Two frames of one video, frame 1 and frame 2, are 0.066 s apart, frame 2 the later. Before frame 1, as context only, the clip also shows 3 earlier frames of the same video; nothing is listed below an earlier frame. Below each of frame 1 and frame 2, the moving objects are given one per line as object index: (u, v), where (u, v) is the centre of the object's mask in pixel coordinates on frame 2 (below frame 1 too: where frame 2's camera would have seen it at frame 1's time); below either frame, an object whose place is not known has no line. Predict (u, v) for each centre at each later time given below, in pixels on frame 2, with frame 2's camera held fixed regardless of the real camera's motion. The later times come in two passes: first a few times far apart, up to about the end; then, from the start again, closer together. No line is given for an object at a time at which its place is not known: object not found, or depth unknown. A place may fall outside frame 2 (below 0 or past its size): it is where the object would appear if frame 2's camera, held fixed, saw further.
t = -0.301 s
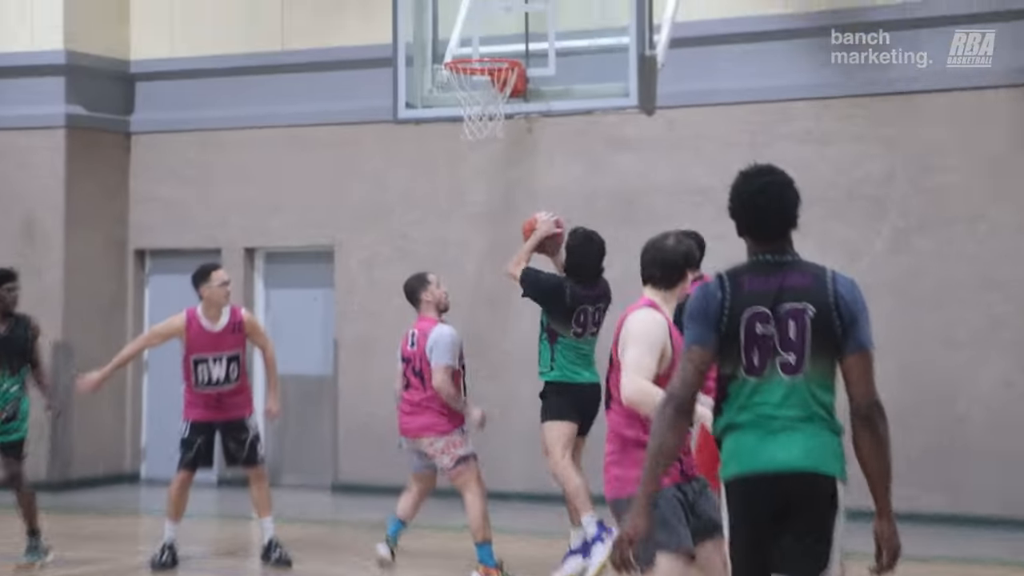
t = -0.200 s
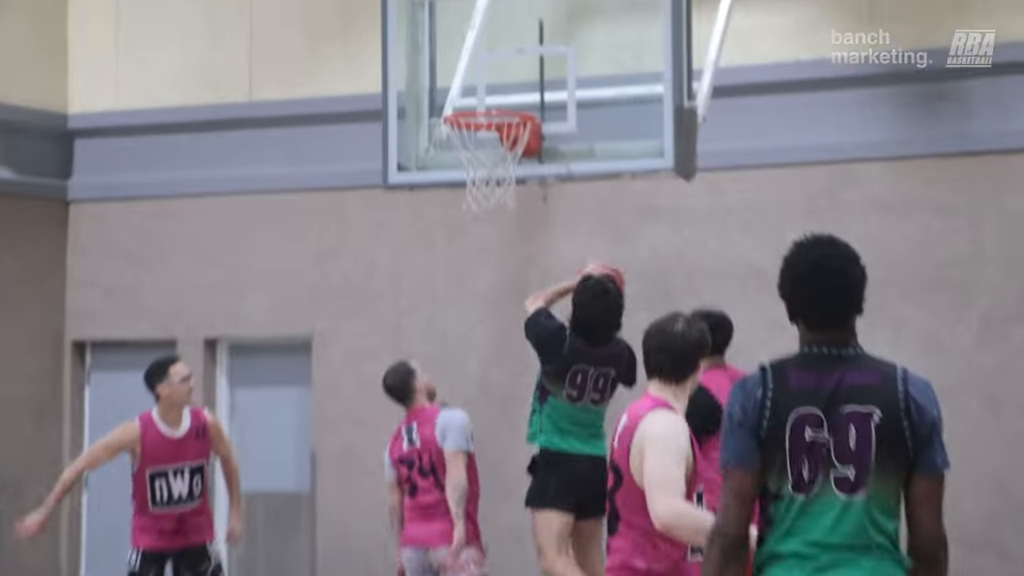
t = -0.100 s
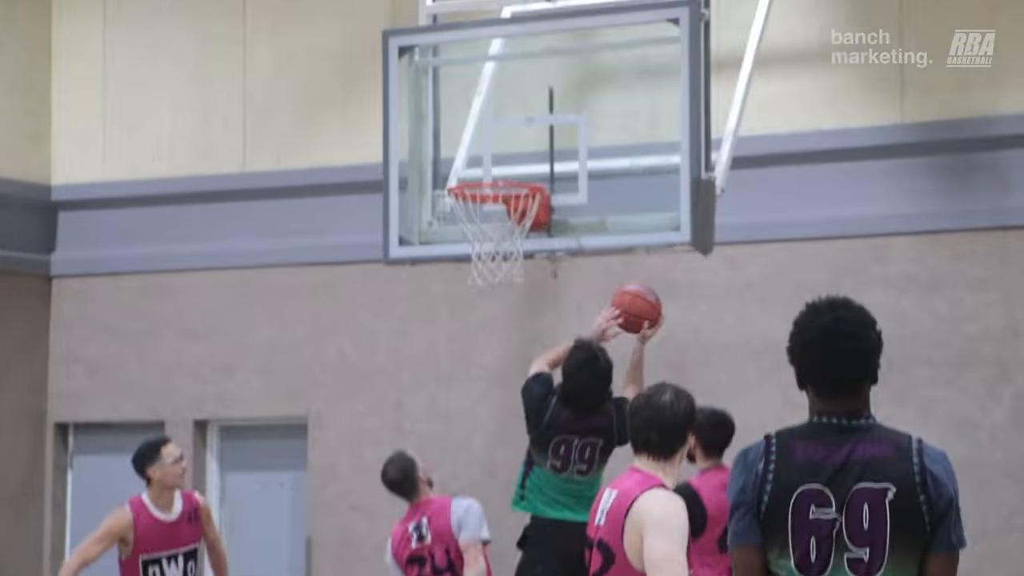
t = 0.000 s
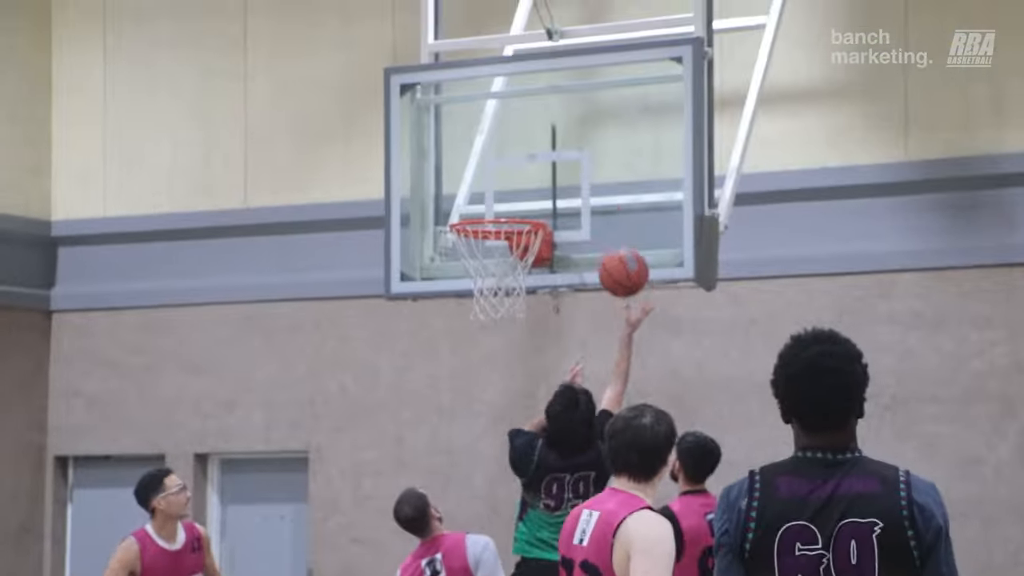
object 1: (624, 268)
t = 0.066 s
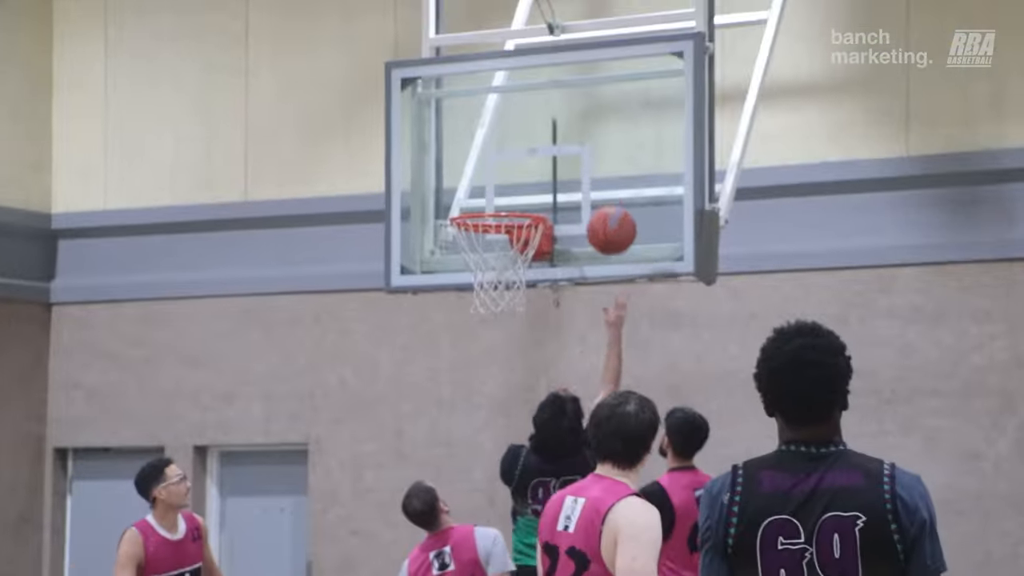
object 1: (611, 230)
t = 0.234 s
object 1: (582, 180)
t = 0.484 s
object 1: (522, 192)
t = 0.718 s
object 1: (467, 268)
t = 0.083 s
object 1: (609, 223)
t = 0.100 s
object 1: (606, 215)
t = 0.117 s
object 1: (602, 208)
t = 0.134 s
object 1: (599, 203)
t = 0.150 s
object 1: (596, 198)
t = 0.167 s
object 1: (593, 193)
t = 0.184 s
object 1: (590, 189)
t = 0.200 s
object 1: (587, 185)
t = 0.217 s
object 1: (584, 183)
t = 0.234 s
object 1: (582, 180)
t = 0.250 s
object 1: (579, 177)
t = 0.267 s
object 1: (576, 176)
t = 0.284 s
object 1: (573, 175)
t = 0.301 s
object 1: (570, 175)
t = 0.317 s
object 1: (567, 176)
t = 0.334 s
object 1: (564, 176)
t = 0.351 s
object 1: (561, 177)
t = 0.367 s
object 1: (556, 177)
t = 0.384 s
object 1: (551, 178)
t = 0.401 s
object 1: (547, 179)
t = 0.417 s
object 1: (542, 181)
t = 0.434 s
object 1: (536, 183)
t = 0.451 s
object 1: (532, 186)
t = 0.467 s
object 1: (526, 189)
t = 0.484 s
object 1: (522, 192)
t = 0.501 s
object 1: (517, 195)
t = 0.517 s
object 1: (512, 198)
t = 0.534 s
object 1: (507, 201)
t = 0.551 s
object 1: (502, 203)
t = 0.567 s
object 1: (493, 221)
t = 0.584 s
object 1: (492, 227)
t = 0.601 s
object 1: (489, 235)
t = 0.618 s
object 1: (485, 236)
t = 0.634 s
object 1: (482, 240)
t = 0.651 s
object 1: (477, 246)
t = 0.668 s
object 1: (474, 252)
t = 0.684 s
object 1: (471, 258)
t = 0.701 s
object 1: (469, 264)
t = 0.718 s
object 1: (467, 268)
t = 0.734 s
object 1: (467, 272)
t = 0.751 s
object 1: (467, 275)
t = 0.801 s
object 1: (469, 288)
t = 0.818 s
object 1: (472, 295)
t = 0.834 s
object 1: (473, 296)
